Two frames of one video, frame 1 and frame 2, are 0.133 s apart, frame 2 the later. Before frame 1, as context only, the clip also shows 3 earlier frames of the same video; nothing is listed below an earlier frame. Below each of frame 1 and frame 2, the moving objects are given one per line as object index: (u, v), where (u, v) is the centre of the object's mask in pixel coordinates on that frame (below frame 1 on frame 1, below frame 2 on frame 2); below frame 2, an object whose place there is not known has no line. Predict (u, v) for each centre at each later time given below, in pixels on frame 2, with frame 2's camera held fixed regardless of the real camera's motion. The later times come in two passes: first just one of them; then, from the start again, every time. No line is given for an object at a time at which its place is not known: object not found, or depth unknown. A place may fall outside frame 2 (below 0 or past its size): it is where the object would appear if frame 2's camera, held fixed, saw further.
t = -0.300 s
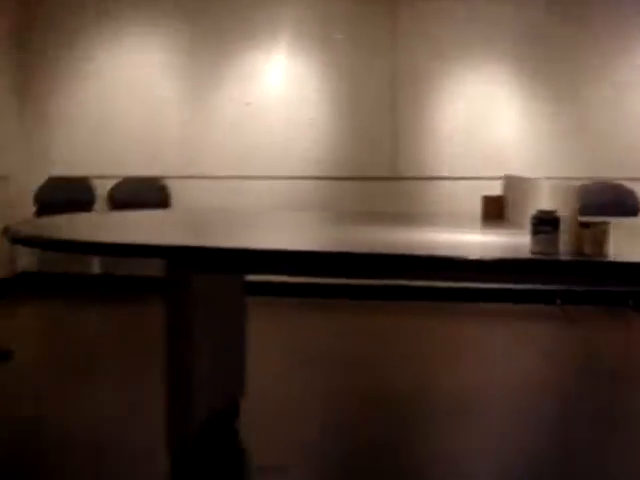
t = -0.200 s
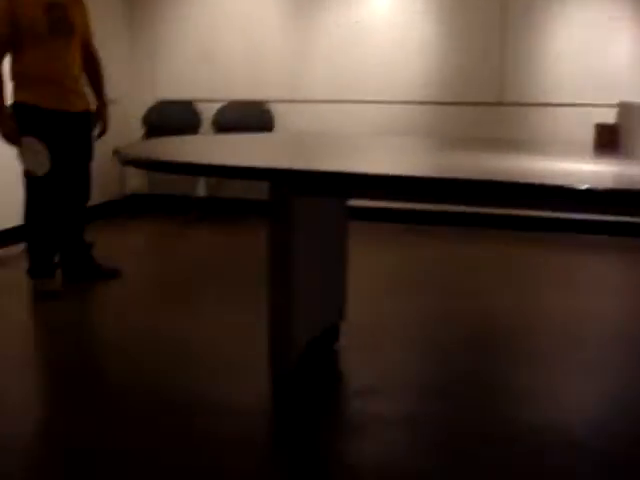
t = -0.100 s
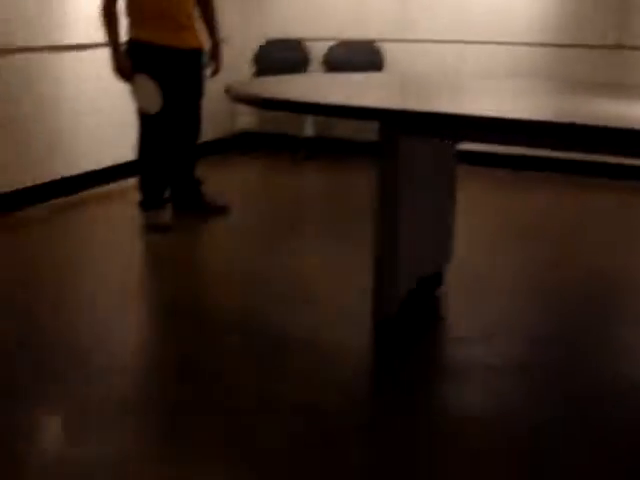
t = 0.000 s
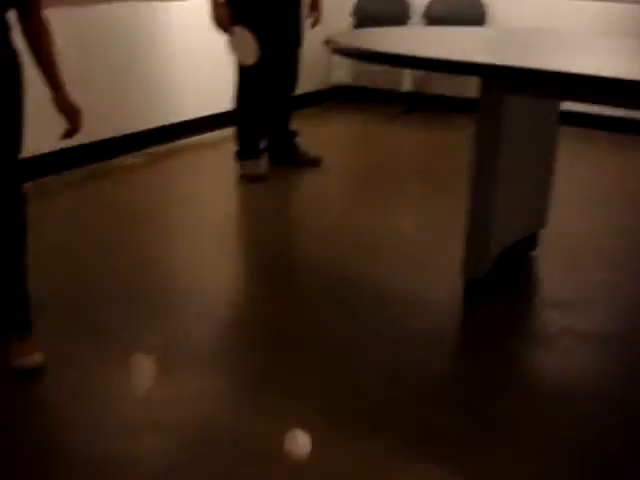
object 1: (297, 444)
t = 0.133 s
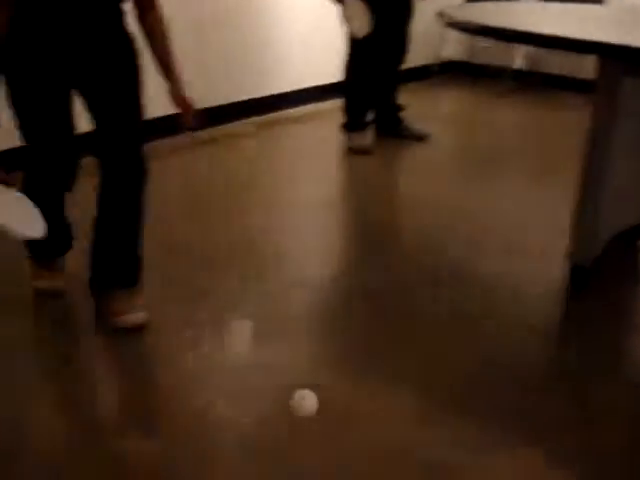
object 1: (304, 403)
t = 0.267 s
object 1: (239, 471)
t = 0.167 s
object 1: (286, 412)
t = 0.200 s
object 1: (270, 428)
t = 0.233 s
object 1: (254, 448)
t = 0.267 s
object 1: (239, 471)
